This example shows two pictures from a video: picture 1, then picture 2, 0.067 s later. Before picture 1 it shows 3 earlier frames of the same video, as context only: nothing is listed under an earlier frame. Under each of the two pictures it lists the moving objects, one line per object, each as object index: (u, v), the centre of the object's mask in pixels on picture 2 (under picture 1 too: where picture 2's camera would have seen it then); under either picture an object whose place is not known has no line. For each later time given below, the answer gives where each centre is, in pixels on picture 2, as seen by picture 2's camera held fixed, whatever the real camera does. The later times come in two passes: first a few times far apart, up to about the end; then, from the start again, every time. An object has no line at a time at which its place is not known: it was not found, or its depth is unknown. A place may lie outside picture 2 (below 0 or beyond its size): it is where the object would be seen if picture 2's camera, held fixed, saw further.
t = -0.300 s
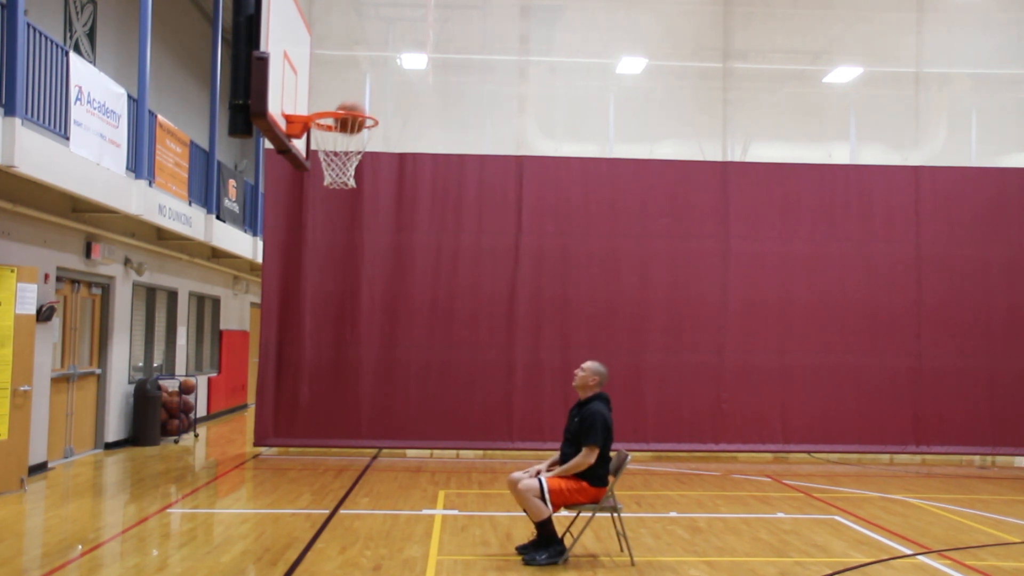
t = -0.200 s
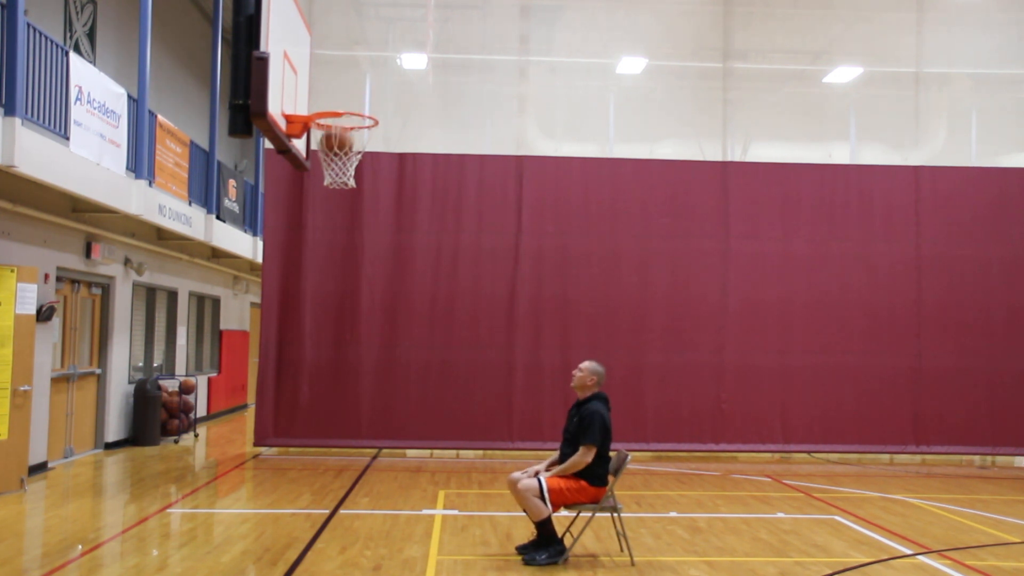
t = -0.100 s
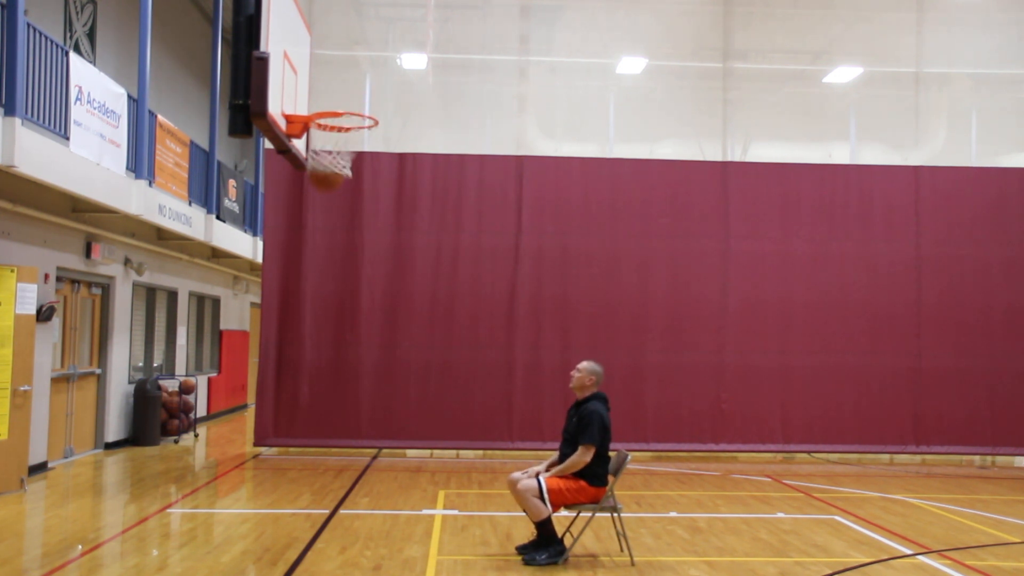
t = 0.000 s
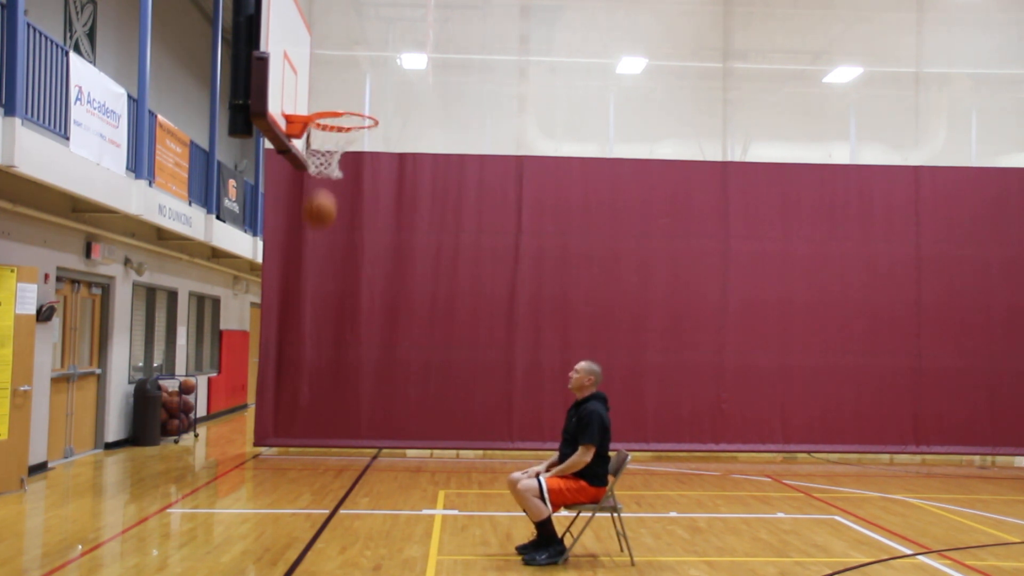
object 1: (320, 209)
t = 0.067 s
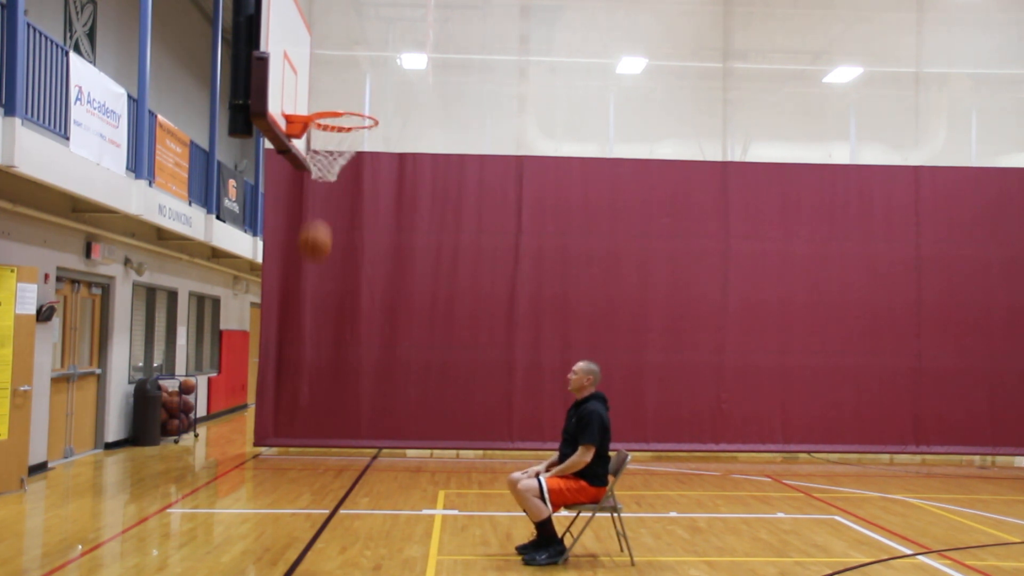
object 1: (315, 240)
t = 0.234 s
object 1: (302, 349)
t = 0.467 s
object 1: (283, 527)
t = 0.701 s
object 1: (284, 390)
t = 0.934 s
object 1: (282, 334)
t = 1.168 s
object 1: (279, 350)
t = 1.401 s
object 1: (273, 435)
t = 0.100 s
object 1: (313, 258)
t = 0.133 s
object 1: (310, 278)
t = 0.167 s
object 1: (308, 300)
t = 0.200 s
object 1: (305, 323)
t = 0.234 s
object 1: (302, 349)
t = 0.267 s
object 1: (300, 373)
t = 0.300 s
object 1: (297, 403)
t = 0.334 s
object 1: (294, 426)
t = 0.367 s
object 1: (290, 461)
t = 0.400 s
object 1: (287, 490)
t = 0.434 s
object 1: (283, 533)
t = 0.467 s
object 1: (283, 527)
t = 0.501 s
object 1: (283, 496)
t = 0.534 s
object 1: (282, 475)
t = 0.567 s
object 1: (283, 455)
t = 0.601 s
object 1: (285, 435)
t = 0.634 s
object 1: (285, 419)
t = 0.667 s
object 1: (284, 404)
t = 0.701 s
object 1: (284, 390)
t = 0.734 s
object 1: (284, 378)
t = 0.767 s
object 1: (284, 366)
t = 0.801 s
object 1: (283, 357)
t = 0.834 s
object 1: (283, 349)
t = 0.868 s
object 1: (283, 343)
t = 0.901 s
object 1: (283, 338)
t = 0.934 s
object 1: (282, 334)
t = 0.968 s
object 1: (282, 332)
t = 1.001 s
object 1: (281, 331)
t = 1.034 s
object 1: (280, 332)
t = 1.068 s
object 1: (280, 334)
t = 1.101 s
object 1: (280, 338)
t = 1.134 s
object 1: (279, 344)
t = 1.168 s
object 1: (279, 350)
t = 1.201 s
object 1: (278, 358)
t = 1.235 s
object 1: (278, 368)
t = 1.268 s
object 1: (277, 379)
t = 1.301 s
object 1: (276, 392)
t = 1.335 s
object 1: (275, 406)
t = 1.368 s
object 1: (275, 420)
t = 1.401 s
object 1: (273, 435)
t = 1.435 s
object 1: (272, 456)
